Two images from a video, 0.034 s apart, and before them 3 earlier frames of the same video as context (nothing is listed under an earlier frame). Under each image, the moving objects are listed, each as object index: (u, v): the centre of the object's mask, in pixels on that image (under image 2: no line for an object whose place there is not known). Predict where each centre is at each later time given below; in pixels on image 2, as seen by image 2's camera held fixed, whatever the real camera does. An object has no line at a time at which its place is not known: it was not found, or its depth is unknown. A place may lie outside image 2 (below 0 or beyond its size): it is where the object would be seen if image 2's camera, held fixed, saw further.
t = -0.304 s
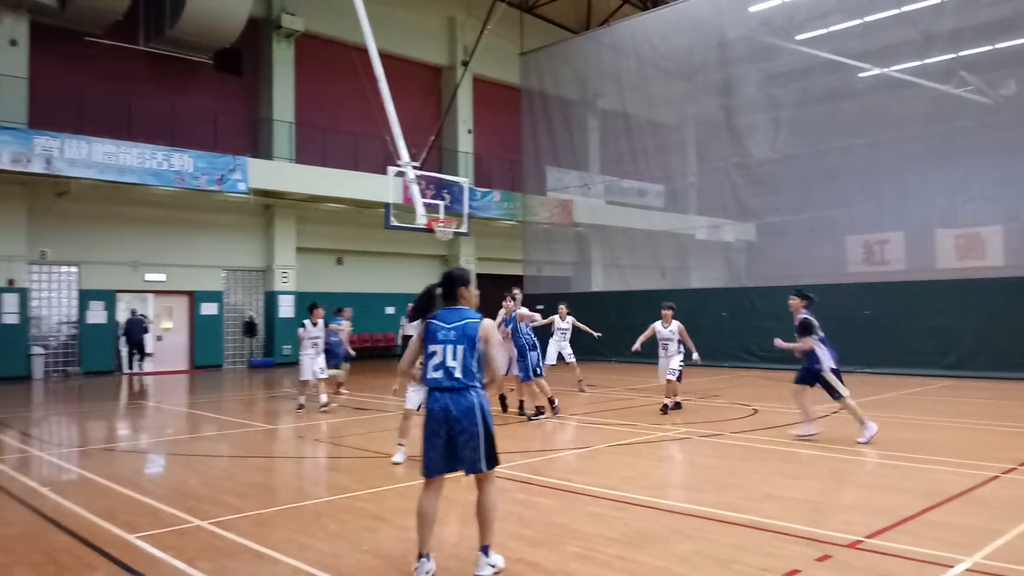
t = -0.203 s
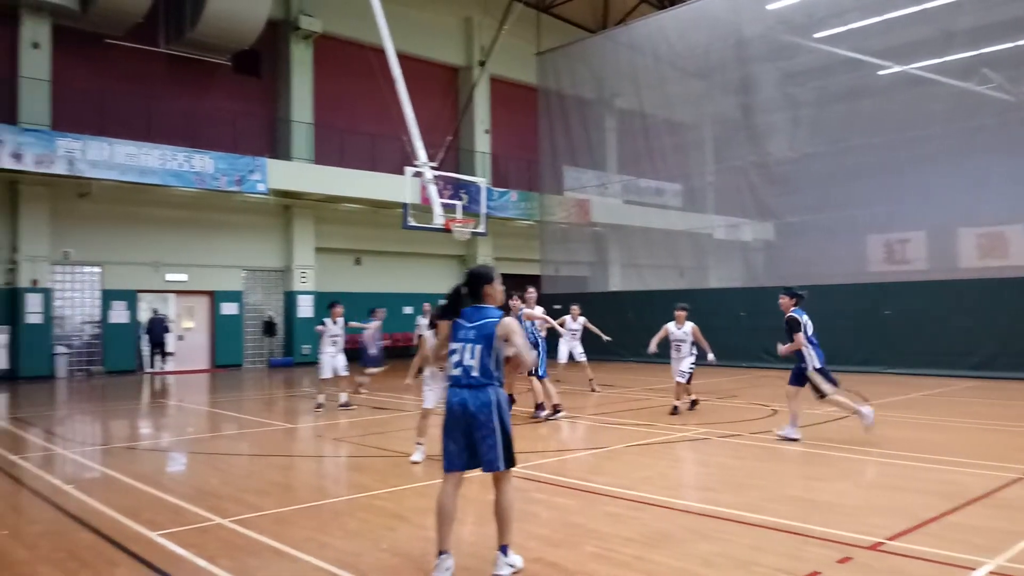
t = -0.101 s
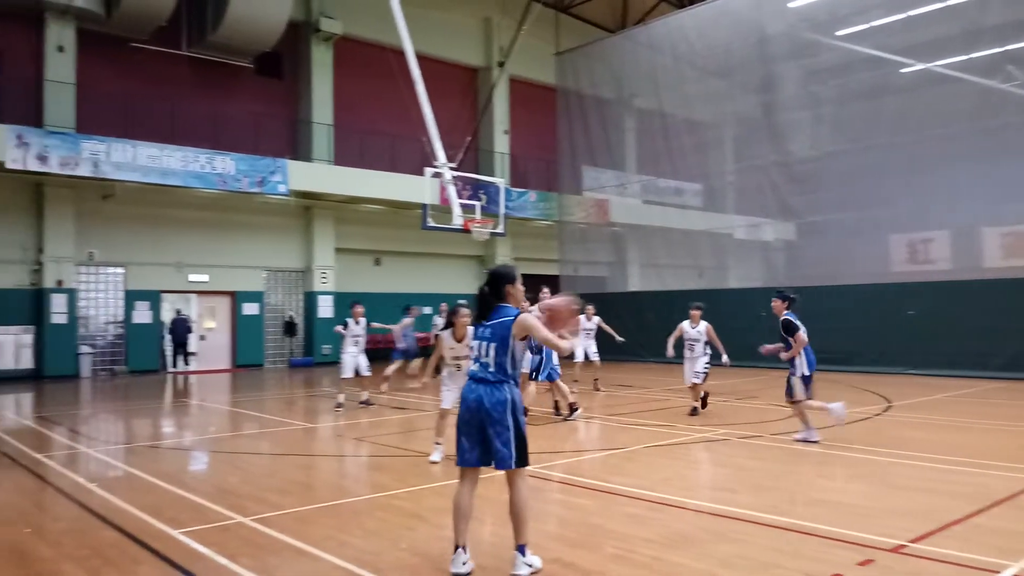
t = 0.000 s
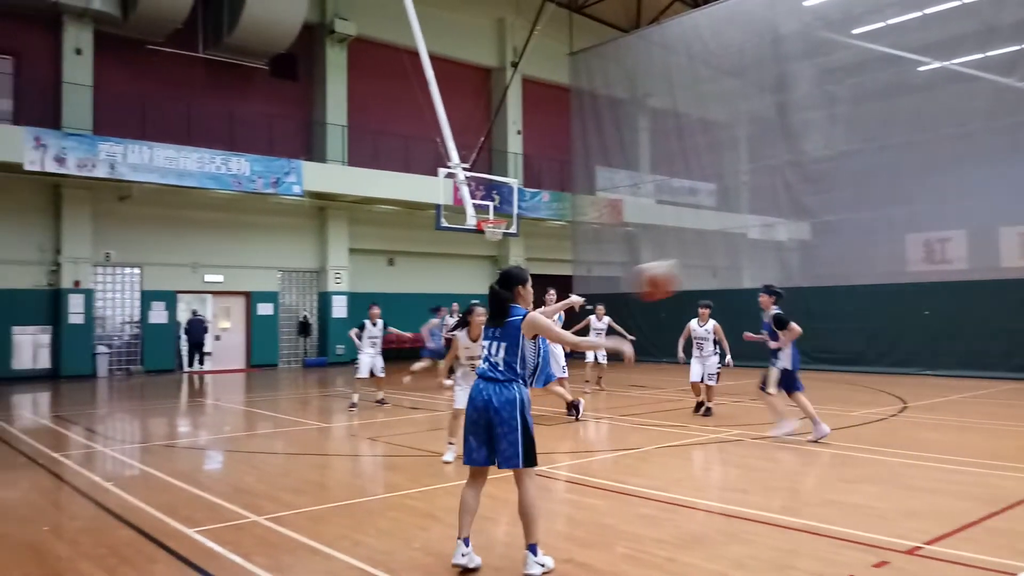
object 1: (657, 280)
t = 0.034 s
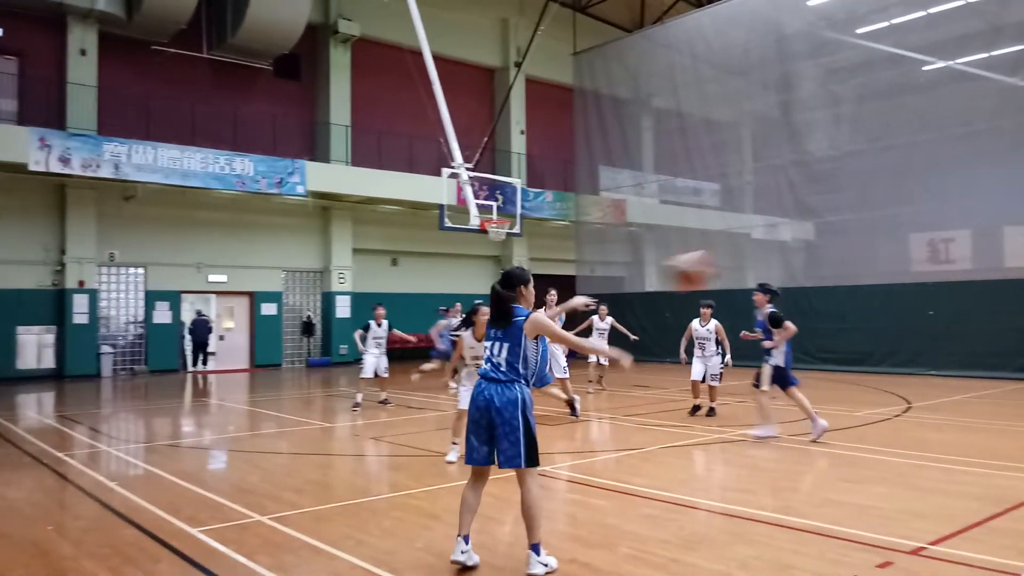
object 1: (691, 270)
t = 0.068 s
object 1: (721, 263)
